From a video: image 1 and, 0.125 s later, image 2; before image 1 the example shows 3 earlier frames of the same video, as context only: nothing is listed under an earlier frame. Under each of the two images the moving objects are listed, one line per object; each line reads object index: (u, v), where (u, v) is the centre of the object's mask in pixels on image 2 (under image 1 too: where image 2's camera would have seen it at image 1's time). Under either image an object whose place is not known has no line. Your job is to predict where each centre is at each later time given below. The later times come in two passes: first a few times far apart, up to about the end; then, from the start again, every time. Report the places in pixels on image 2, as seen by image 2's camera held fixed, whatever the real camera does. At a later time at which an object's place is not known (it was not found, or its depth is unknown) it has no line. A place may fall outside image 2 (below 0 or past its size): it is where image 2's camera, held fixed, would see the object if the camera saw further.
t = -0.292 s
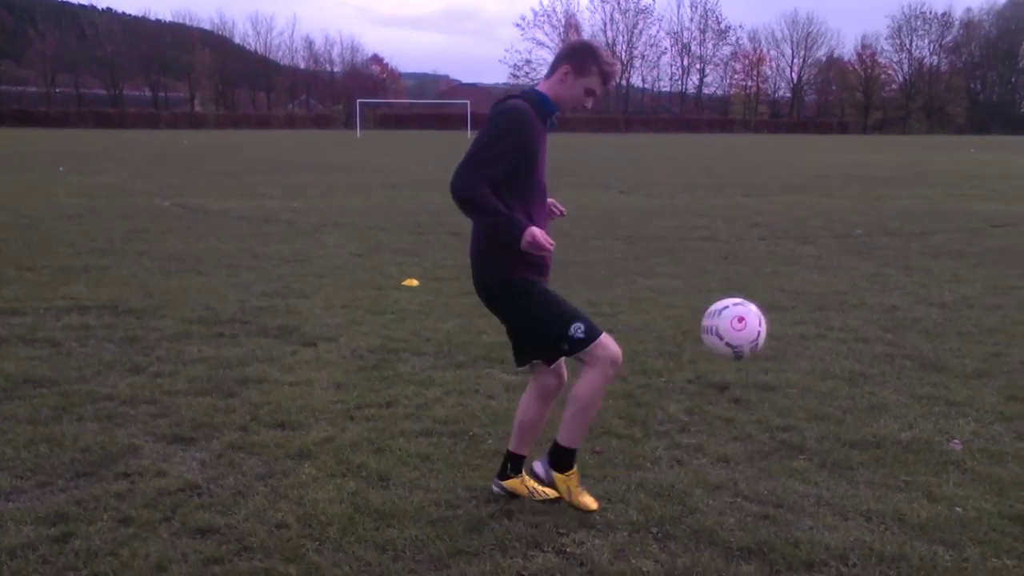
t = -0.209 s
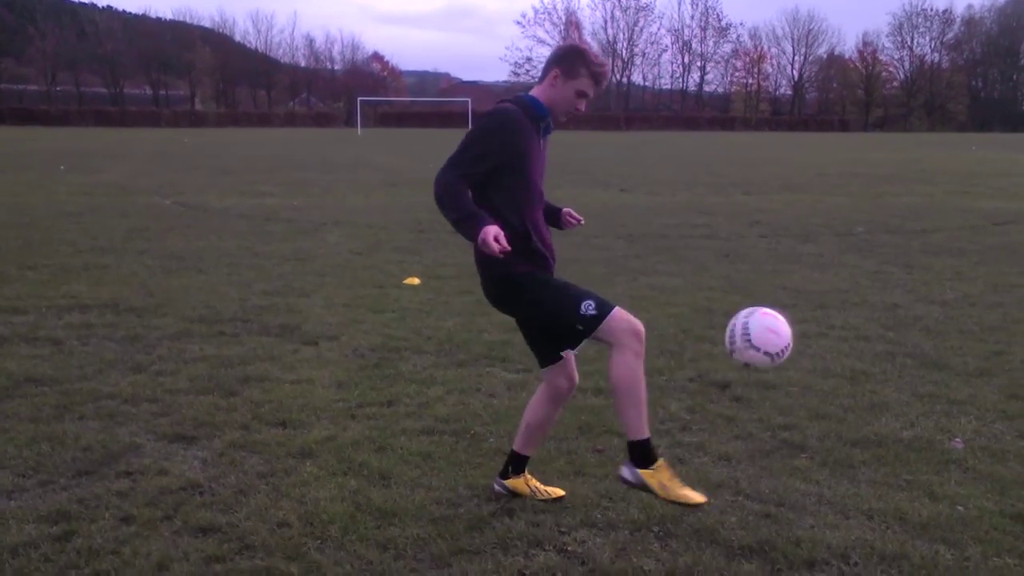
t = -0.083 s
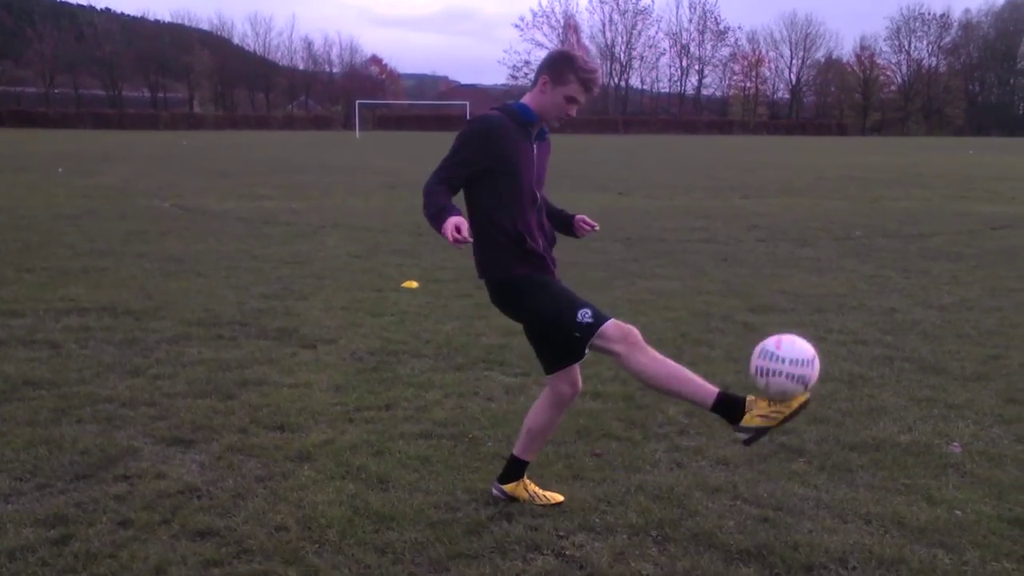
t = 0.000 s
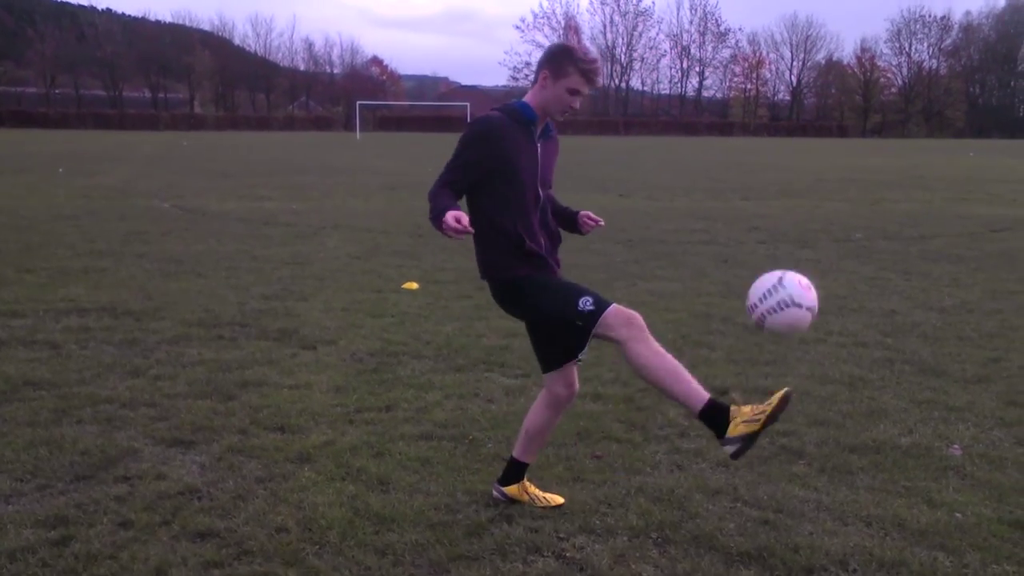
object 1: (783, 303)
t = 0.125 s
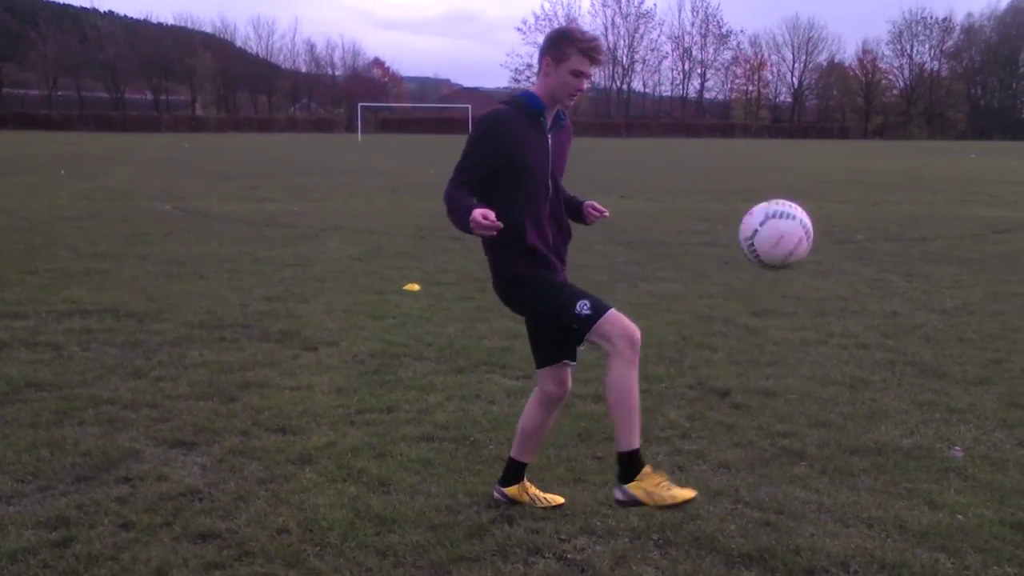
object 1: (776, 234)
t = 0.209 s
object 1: (768, 208)
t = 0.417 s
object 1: (735, 236)
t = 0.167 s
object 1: (772, 219)
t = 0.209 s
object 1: (768, 208)
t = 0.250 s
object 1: (762, 203)
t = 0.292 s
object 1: (757, 203)
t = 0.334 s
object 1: (751, 209)
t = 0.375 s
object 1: (743, 220)
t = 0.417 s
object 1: (735, 236)
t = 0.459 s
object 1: (726, 259)
